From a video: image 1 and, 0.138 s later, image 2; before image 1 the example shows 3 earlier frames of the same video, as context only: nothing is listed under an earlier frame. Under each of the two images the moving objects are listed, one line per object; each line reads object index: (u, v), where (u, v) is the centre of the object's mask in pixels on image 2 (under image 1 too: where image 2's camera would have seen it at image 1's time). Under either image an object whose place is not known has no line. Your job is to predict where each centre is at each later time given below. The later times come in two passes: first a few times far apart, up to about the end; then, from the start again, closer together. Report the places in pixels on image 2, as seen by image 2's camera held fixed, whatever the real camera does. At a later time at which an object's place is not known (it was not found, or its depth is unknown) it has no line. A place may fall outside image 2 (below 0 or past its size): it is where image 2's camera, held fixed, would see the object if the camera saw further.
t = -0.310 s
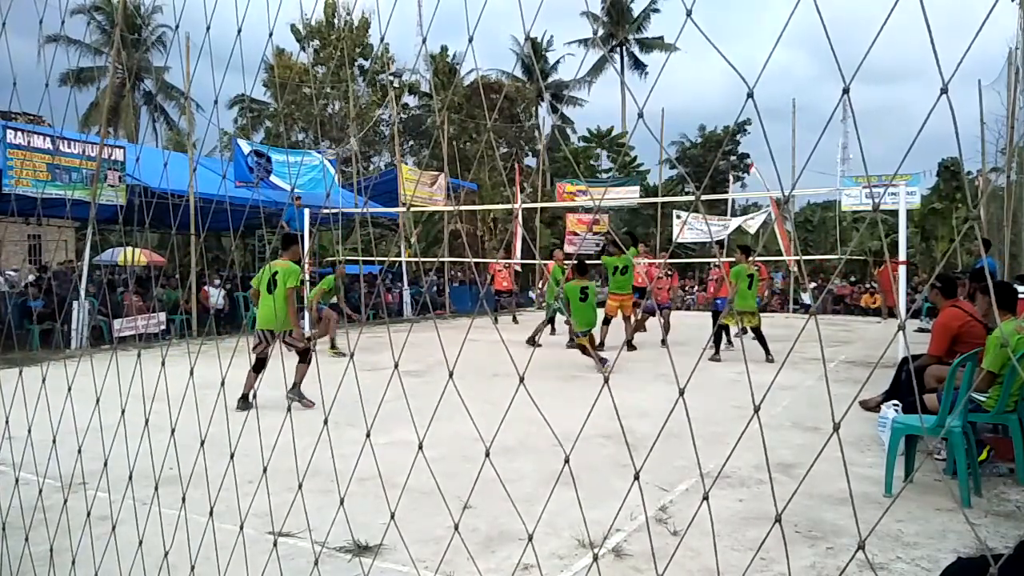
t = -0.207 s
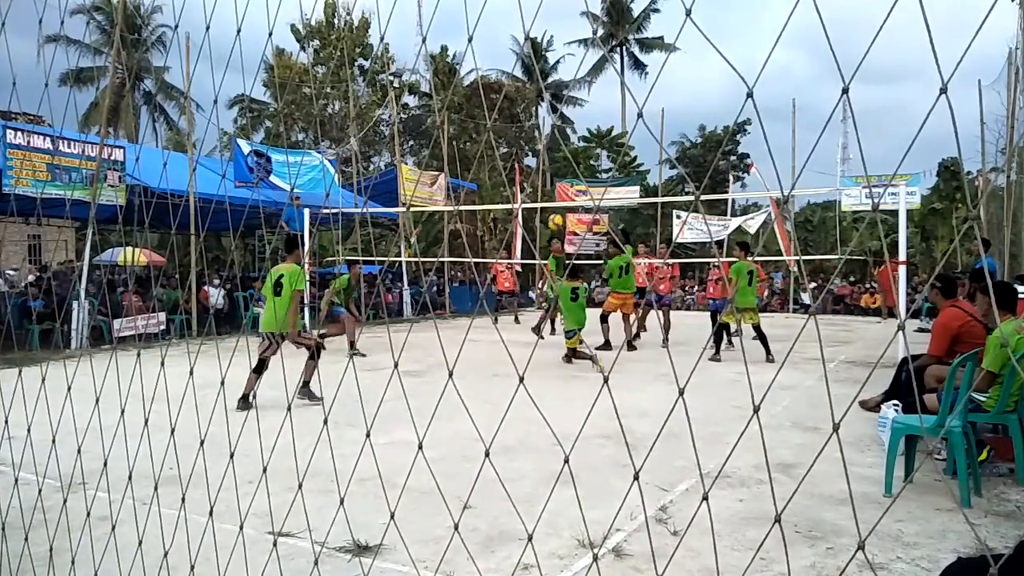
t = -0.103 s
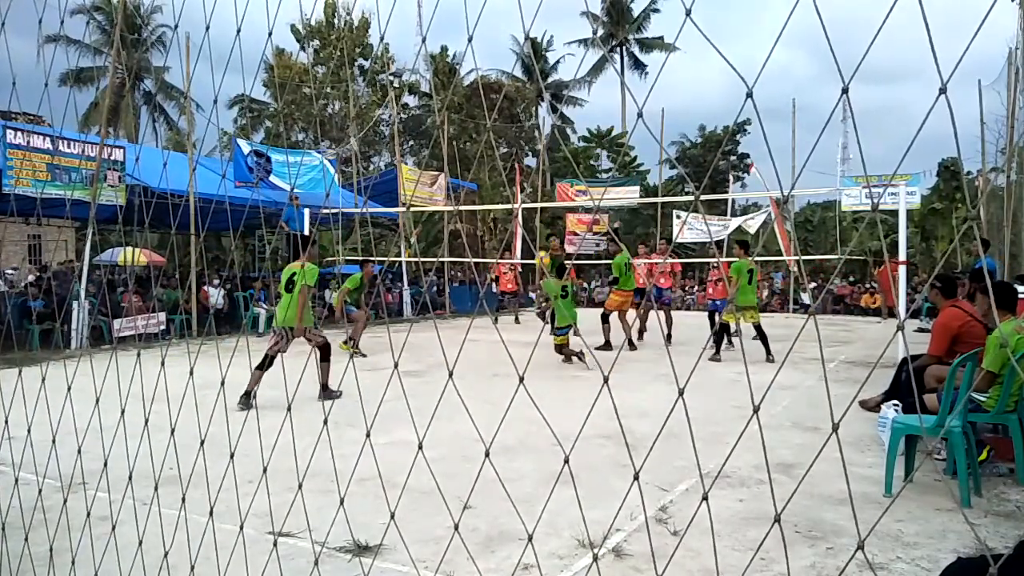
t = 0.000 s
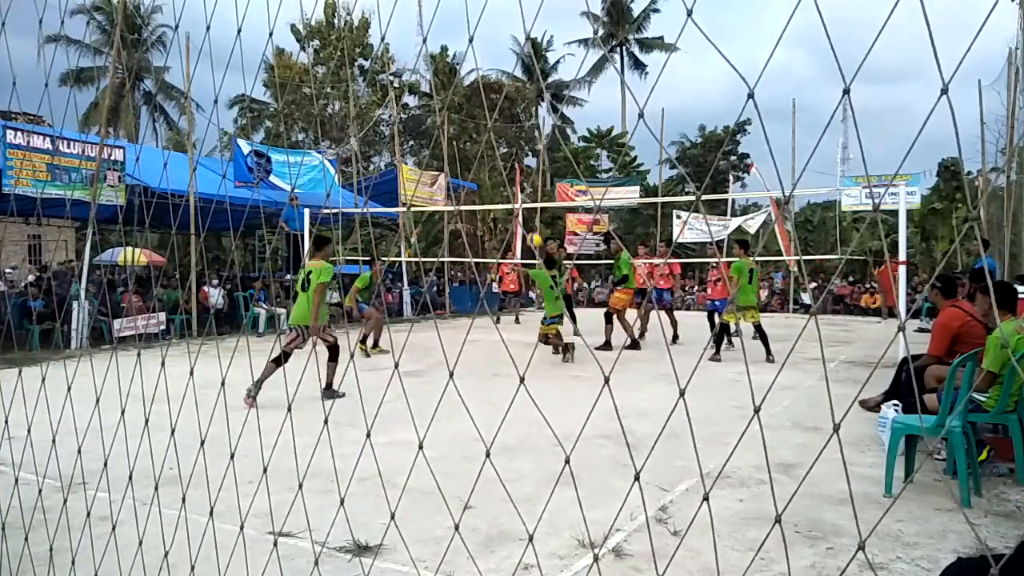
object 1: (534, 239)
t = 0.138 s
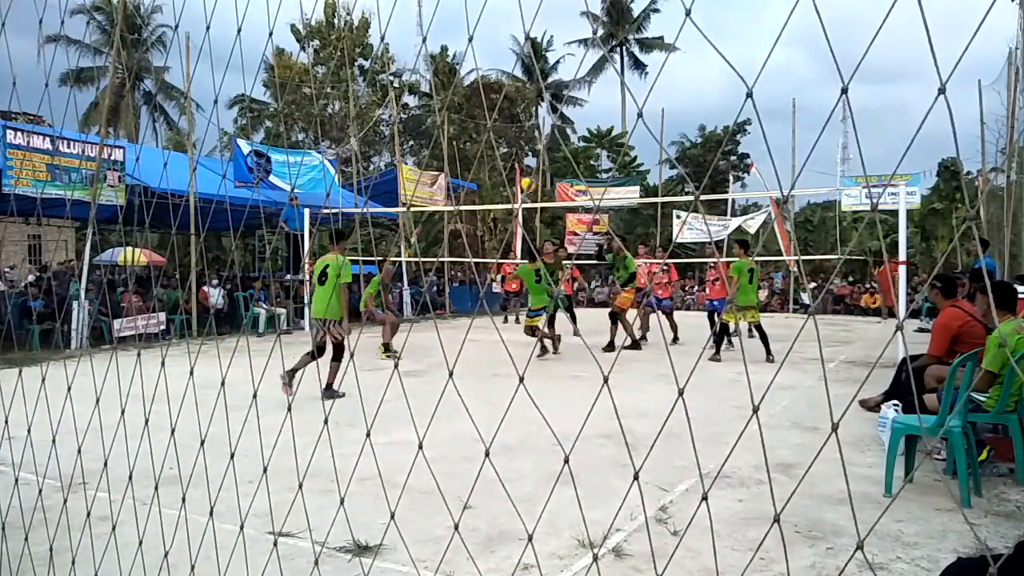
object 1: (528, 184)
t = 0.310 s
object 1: (520, 132)
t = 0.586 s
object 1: (511, 94)
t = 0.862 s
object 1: (502, 106)
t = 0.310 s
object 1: (520, 132)
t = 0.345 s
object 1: (519, 126)
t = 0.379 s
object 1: (518, 118)
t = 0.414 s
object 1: (517, 112)
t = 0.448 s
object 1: (516, 108)
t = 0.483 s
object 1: (514, 102)
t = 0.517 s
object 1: (513, 99)
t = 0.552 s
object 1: (512, 96)
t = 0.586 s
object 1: (511, 94)
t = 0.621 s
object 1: (510, 92)
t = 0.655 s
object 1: (508, 92)
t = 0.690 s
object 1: (507, 93)
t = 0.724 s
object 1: (506, 94)
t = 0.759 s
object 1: (505, 96)
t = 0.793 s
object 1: (504, 97)
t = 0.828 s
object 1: (502, 102)
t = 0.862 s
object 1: (502, 106)
